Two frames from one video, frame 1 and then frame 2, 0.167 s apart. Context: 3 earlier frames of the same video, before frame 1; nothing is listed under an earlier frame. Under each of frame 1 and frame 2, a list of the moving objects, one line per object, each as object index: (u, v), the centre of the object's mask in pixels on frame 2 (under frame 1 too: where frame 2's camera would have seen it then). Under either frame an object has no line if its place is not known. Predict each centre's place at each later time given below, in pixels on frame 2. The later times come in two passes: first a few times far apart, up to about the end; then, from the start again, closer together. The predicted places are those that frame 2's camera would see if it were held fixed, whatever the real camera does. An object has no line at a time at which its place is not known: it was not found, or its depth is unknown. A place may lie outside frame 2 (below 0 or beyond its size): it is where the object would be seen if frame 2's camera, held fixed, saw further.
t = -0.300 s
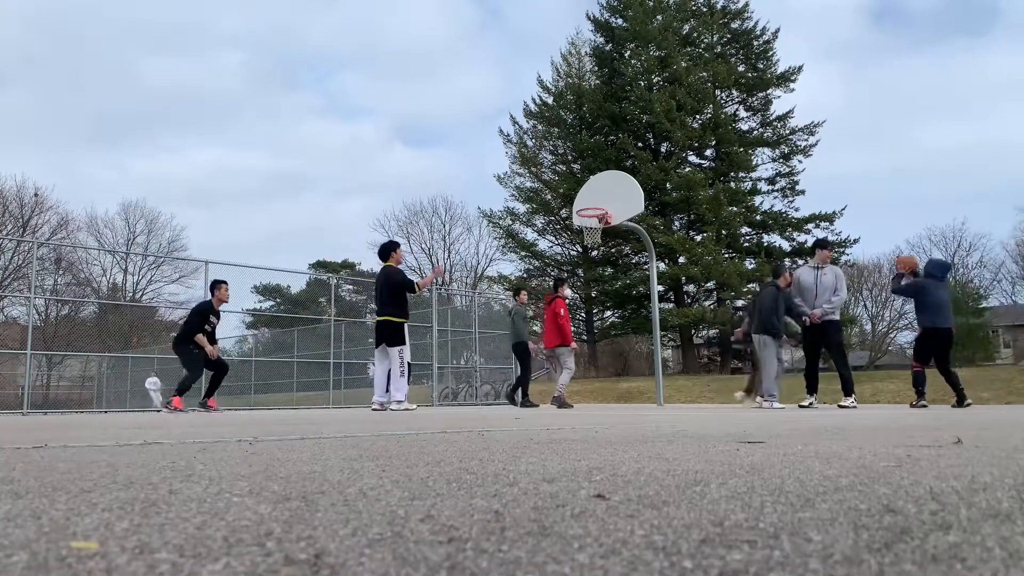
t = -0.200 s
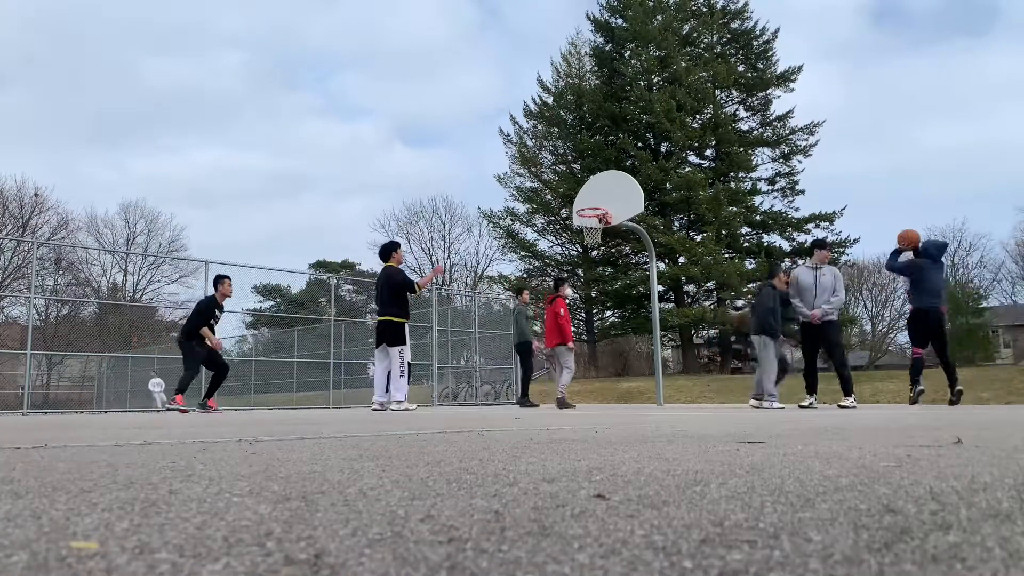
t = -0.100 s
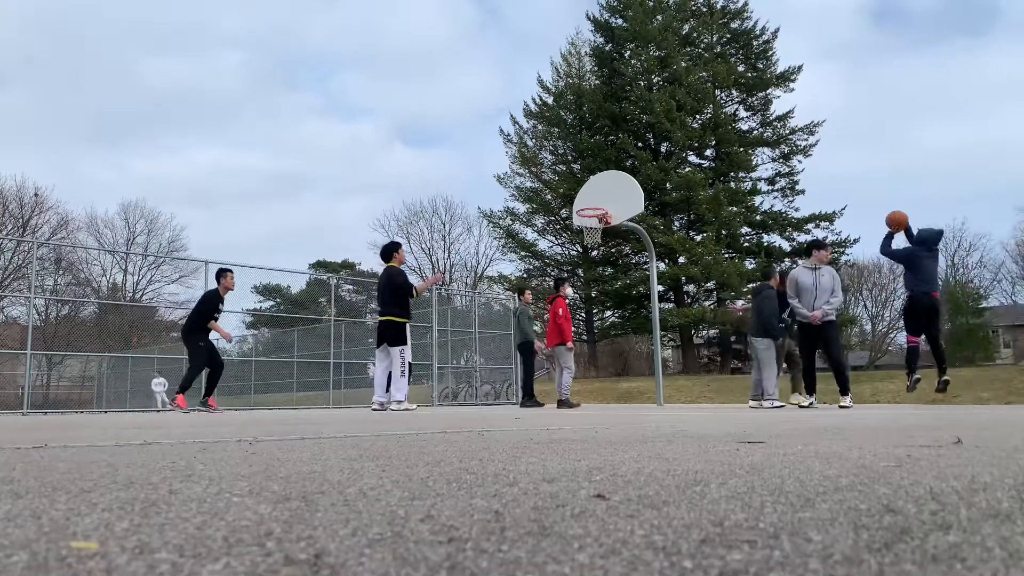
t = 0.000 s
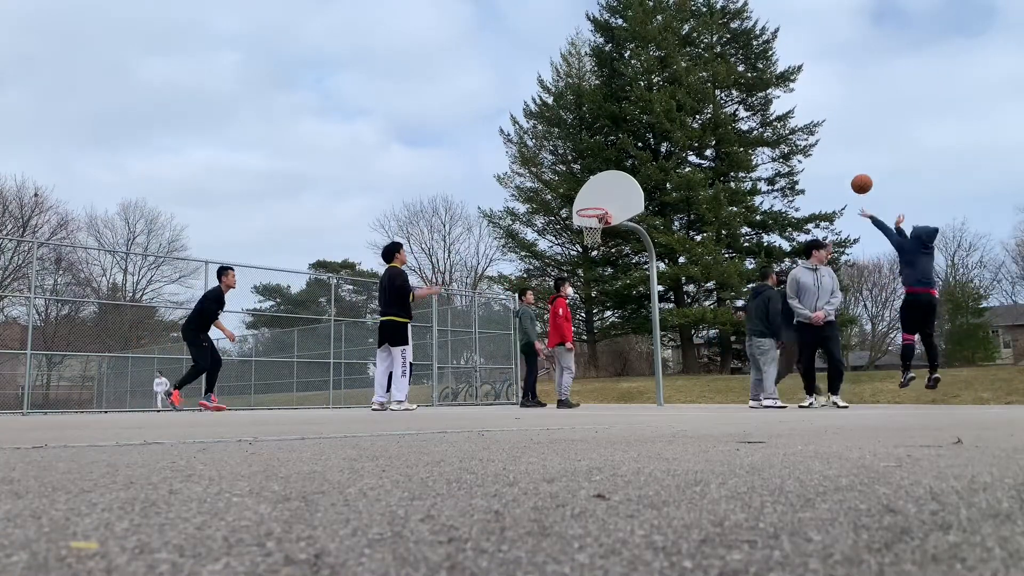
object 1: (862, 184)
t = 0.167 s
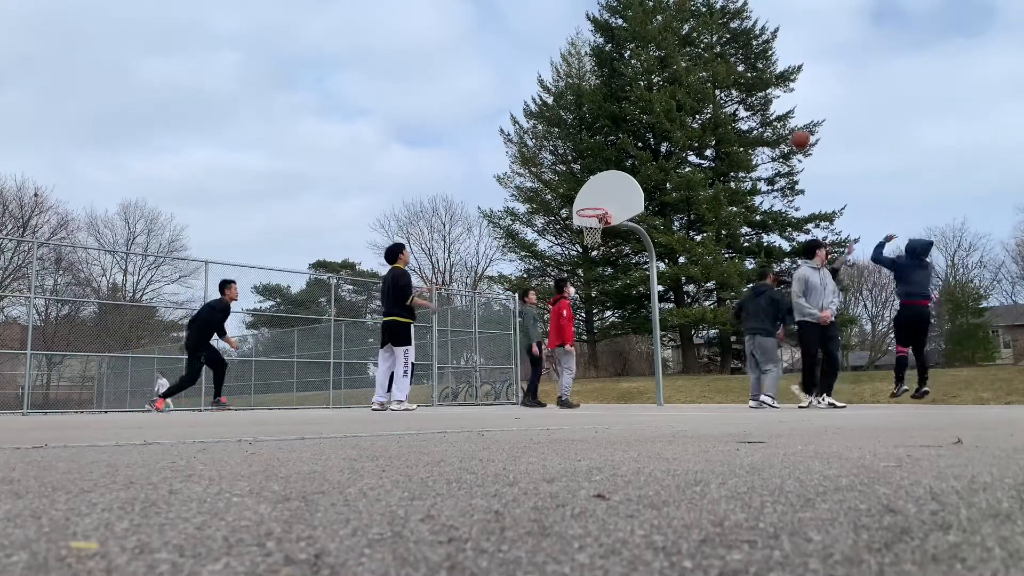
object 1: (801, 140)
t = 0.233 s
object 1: (777, 128)
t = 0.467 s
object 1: (708, 119)
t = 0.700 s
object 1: (649, 144)
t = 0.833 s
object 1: (619, 173)
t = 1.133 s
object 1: (580, 230)
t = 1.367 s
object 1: (590, 250)
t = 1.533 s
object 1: (600, 282)
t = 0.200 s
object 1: (789, 133)
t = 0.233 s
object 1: (777, 128)
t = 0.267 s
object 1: (767, 124)
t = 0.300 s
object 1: (757, 121)
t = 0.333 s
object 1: (746, 119)
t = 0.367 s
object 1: (737, 117)
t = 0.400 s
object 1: (727, 116)
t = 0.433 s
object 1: (717, 115)
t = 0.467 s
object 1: (708, 119)
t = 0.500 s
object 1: (700, 120)
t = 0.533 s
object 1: (691, 121)
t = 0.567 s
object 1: (682, 124)
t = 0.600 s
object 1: (673, 128)
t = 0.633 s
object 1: (664, 133)
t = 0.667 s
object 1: (656, 137)
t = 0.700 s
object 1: (649, 144)
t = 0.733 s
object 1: (640, 150)
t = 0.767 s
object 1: (634, 159)
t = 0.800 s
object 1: (626, 164)
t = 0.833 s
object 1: (619, 173)
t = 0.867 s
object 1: (612, 181)
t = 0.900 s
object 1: (605, 190)
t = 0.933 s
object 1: (598, 200)
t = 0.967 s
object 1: (591, 207)
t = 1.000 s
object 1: (584, 217)
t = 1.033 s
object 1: (579, 224)
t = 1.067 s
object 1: (579, 228)
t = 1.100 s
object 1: (580, 230)
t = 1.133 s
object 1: (580, 230)
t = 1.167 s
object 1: (584, 233)
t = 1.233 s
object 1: (585, 235)
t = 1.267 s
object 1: (587, 237)
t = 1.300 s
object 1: (587, 243)
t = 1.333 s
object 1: (589, 244)
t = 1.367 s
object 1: (590, 250)
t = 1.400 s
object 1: (591, 255)
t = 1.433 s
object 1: (595, 262)
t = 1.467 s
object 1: (597, 267)
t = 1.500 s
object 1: (598, 276)
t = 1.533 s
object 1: (600, 282)
